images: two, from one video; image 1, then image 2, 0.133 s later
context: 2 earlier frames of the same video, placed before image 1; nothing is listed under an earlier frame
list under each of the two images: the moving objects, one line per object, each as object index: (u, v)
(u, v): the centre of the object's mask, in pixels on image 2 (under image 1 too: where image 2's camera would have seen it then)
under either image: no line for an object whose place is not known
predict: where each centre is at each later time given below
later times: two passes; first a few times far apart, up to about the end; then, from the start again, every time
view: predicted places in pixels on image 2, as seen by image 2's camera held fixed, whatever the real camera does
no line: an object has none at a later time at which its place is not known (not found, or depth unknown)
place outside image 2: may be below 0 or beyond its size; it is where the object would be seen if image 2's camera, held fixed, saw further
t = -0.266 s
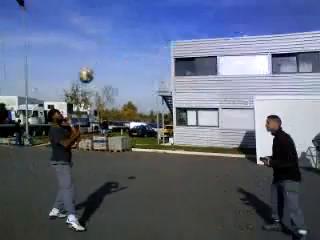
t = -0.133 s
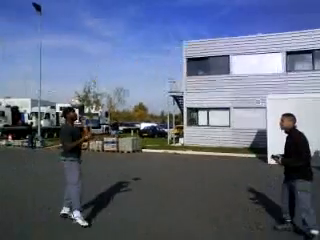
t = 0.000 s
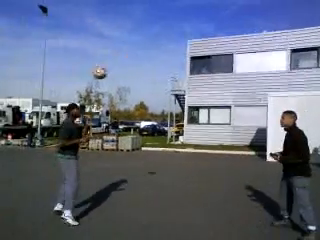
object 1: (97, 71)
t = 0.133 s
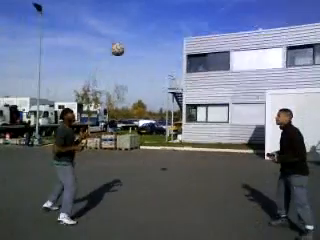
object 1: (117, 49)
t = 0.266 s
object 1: (139, 35)
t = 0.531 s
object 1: (187, 38)
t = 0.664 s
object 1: (211, 60)
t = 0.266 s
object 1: (139, 35)
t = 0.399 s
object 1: (160, 30)
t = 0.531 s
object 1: (187, 38)
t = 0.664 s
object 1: (211, 60)
